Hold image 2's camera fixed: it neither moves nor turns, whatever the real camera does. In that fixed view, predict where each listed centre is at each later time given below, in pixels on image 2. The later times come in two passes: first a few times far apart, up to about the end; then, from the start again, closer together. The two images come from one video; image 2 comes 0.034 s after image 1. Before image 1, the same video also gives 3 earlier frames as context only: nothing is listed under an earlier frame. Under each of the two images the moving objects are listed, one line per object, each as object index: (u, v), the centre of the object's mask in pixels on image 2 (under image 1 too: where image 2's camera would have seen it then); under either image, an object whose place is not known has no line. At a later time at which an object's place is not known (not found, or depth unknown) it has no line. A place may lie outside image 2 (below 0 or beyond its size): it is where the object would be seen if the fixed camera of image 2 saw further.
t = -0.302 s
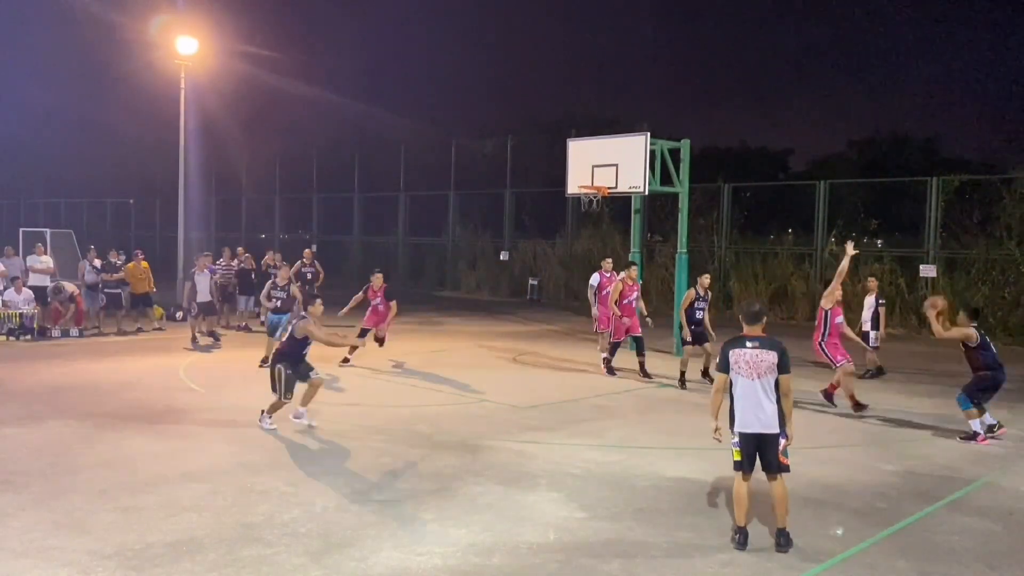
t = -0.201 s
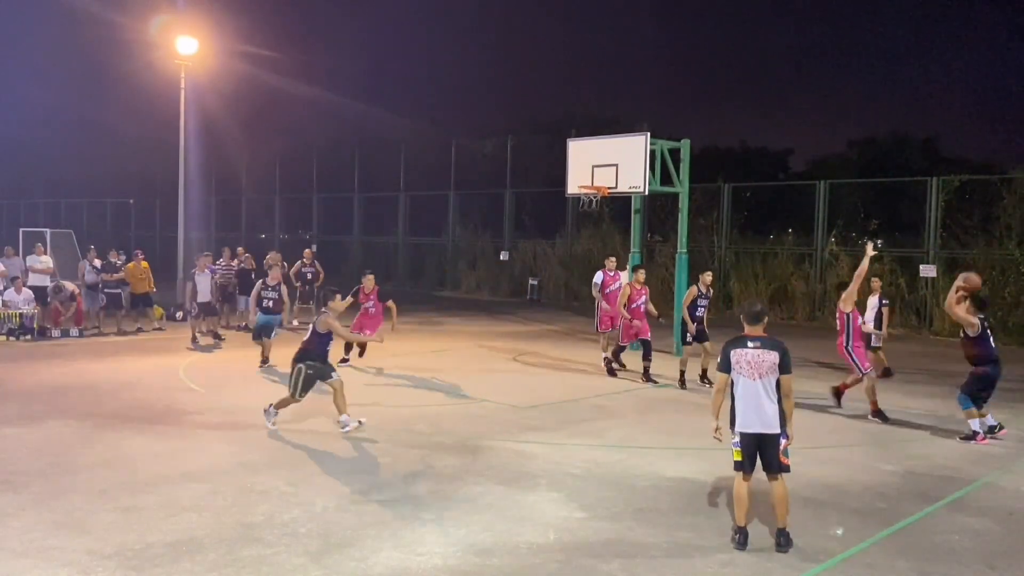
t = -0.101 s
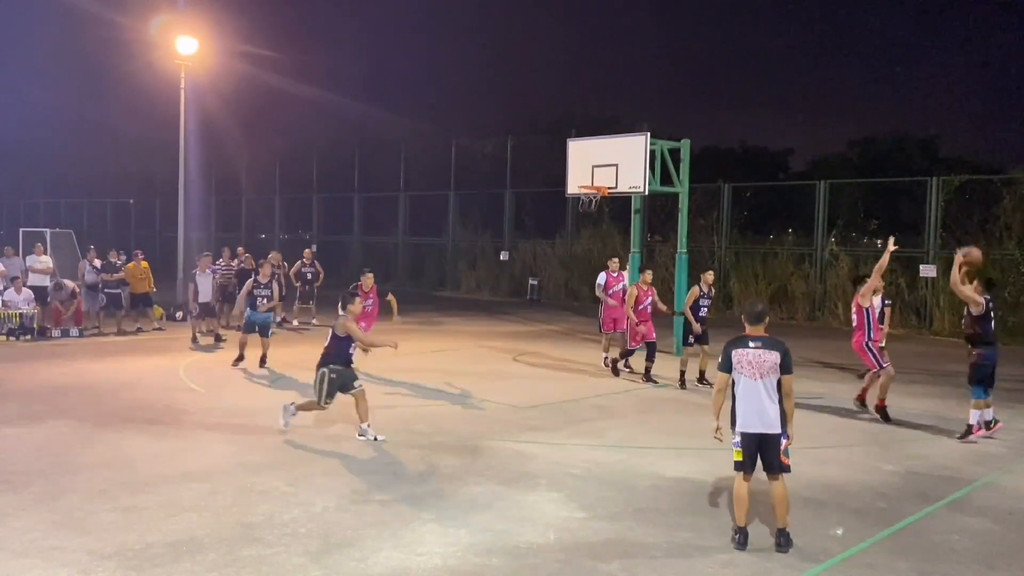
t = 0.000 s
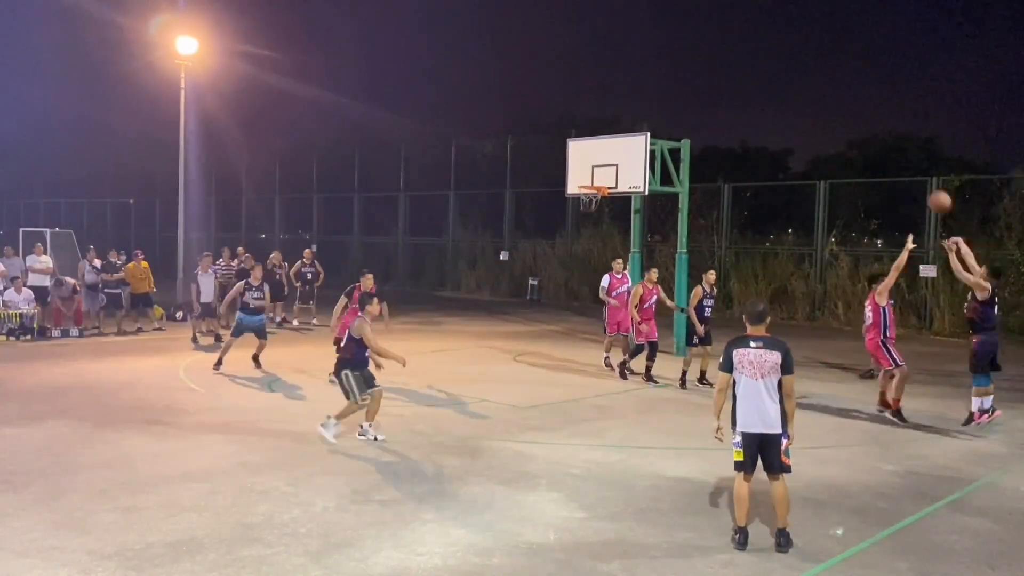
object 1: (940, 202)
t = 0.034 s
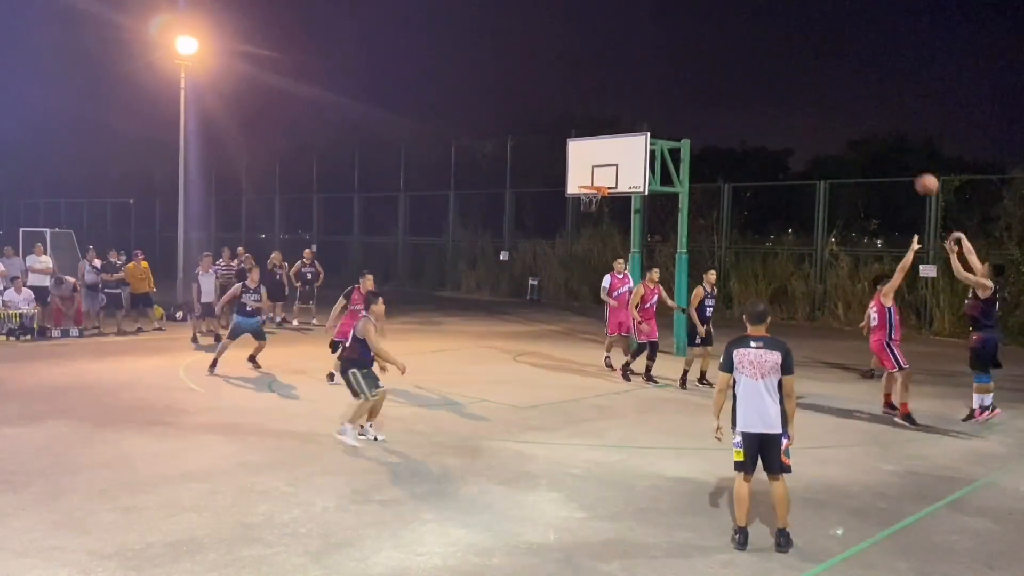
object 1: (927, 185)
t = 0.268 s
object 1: (844, 97)
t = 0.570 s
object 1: (757, 60)
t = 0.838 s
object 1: (692, 81)
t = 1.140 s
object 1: (630, 148)
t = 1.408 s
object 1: (604, 173)
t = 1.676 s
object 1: (586, 184)
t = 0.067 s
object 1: (914, 168)
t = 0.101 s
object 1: (902, 153)
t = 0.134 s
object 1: (890, 139)
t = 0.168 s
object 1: (878, 127)
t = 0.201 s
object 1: (866, 116)
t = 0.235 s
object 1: (855, 106)
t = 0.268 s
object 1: (844, 97)
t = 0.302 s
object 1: (833, 89)
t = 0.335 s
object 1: (823, 82)
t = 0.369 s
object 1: (813, 76)
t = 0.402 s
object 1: (803, 71)
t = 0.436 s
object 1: (793, 67)
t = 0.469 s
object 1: (784, 64)
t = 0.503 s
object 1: (775, 62)
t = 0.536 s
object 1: (766, 60)
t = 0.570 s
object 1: (757, 60)
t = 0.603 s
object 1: (748, 60)
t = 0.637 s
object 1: (740, 61)
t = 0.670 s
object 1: (731, 63)
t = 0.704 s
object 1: (723, 65)
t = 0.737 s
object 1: (715, 68)
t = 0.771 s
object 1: (707, 72)
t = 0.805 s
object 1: (699, 76)
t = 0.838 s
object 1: (692, 81)
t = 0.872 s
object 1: (684, 86)
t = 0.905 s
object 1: (677, 92)
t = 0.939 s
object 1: (670, 99)
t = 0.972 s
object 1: (663, 106)
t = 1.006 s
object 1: (656, 113)
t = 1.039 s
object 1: (649, 121)
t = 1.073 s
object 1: (643, 129)
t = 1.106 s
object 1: (636, 139)
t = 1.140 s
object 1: (630, 148)
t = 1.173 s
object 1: (623, 158)
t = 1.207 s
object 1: (617, 169)
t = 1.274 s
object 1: (611, 183)
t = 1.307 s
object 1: (610, 180)
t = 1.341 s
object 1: (607, 177)
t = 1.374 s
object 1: (606, 175)
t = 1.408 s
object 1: (604, 173)
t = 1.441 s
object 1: (602, 173)
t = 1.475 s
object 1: (600, 172)
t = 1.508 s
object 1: (598, 173)
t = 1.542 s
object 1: (596, 174)
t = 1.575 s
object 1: (593, 176)
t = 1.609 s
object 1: (591, 178)
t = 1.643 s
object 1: (589, 181)
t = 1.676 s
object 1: (586, 184)
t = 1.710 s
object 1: (584, 189)
